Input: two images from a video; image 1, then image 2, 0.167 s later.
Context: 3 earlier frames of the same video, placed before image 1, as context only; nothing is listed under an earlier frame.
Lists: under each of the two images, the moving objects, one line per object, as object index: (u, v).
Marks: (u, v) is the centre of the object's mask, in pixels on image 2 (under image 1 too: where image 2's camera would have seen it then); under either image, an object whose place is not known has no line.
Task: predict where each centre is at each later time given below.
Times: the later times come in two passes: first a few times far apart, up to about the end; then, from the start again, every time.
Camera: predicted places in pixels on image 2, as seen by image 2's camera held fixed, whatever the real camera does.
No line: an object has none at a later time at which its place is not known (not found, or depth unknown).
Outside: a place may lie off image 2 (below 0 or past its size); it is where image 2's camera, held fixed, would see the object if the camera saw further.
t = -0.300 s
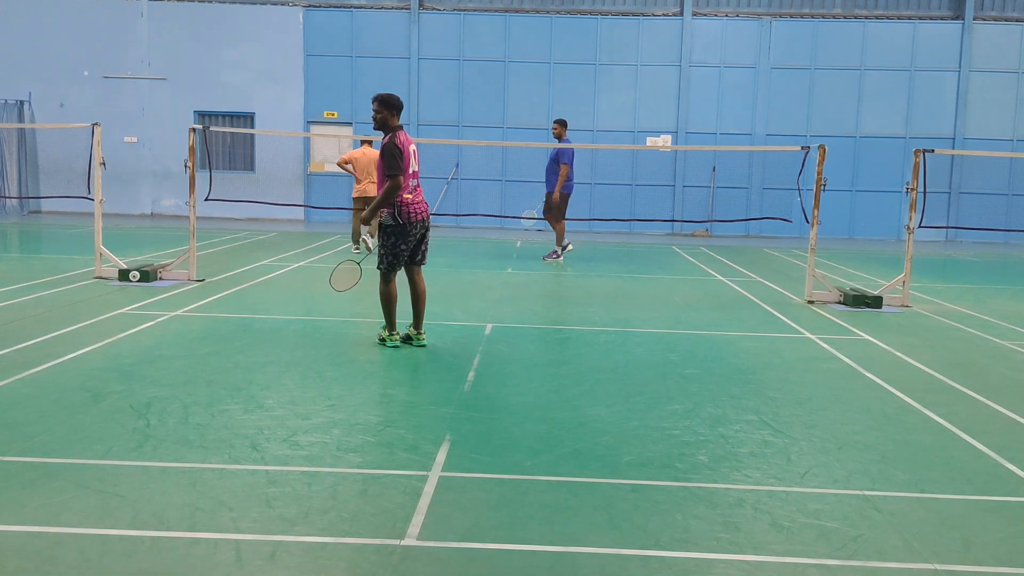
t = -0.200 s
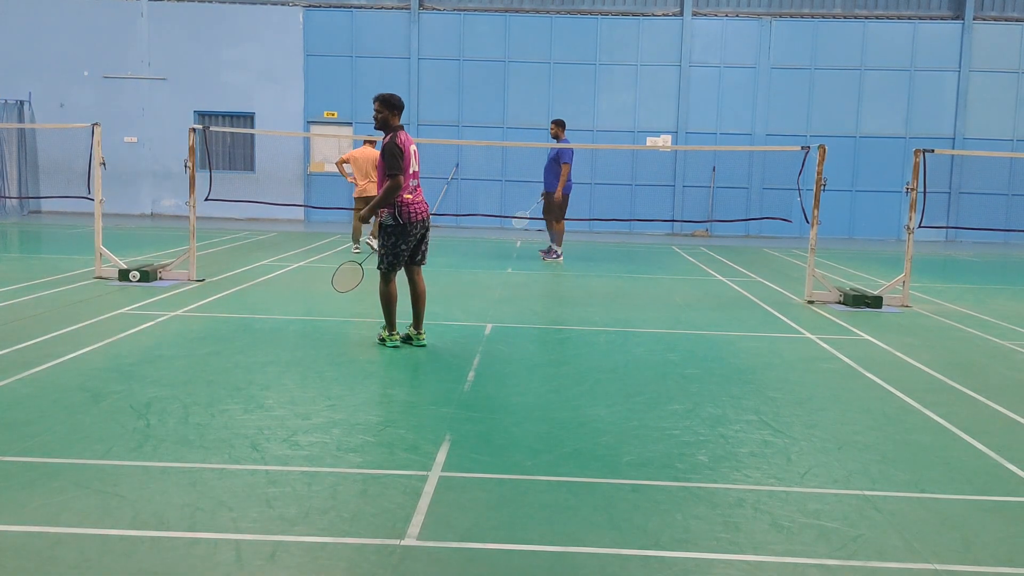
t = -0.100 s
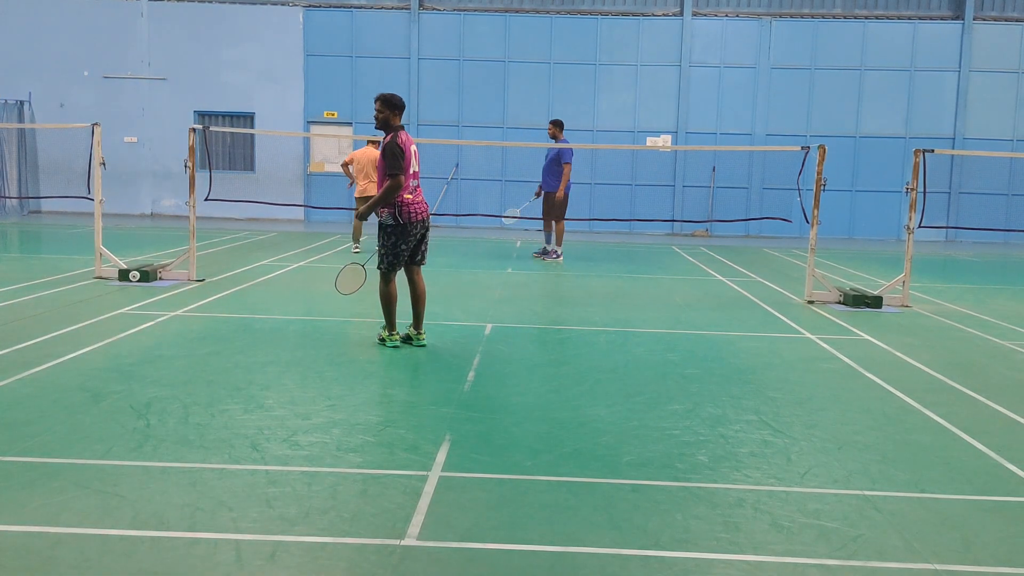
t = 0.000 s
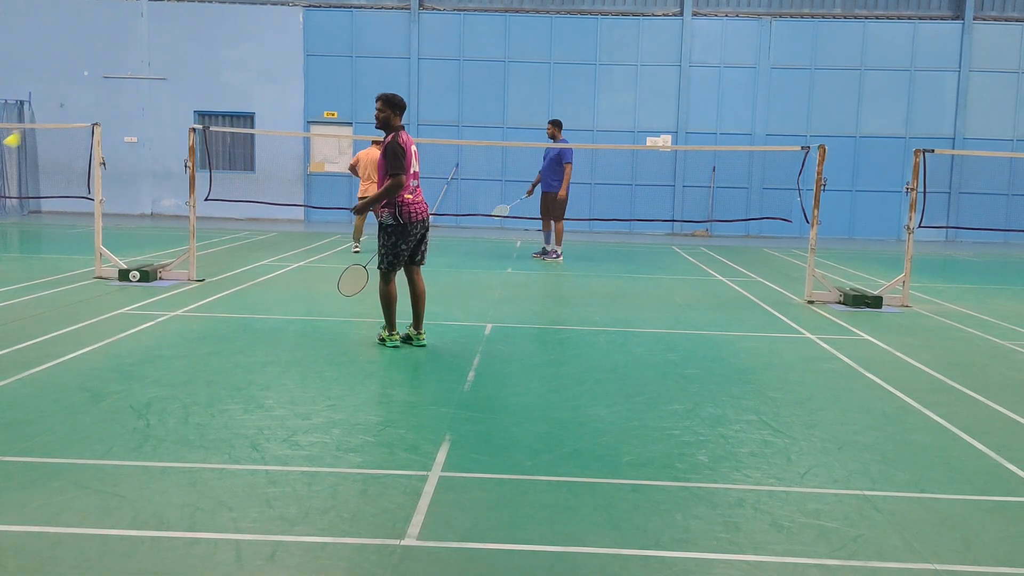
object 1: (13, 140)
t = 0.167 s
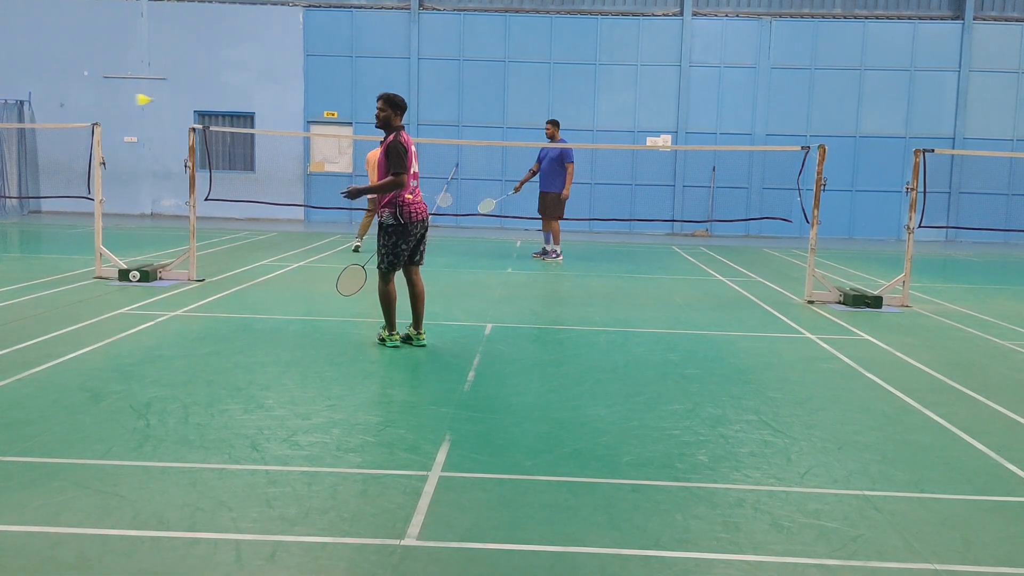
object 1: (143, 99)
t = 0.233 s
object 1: (185, 102)
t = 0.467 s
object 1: (303, 155)
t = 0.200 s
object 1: (164, 100)
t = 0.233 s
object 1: (185, 102)
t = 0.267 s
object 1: (205, 106)
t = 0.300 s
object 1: (223, 111)
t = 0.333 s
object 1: (241, 117)
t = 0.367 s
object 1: (258, 124)
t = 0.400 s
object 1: (273, 133)
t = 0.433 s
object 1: (289, 143)
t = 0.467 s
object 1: (303, 155)
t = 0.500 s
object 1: (317, 167)
